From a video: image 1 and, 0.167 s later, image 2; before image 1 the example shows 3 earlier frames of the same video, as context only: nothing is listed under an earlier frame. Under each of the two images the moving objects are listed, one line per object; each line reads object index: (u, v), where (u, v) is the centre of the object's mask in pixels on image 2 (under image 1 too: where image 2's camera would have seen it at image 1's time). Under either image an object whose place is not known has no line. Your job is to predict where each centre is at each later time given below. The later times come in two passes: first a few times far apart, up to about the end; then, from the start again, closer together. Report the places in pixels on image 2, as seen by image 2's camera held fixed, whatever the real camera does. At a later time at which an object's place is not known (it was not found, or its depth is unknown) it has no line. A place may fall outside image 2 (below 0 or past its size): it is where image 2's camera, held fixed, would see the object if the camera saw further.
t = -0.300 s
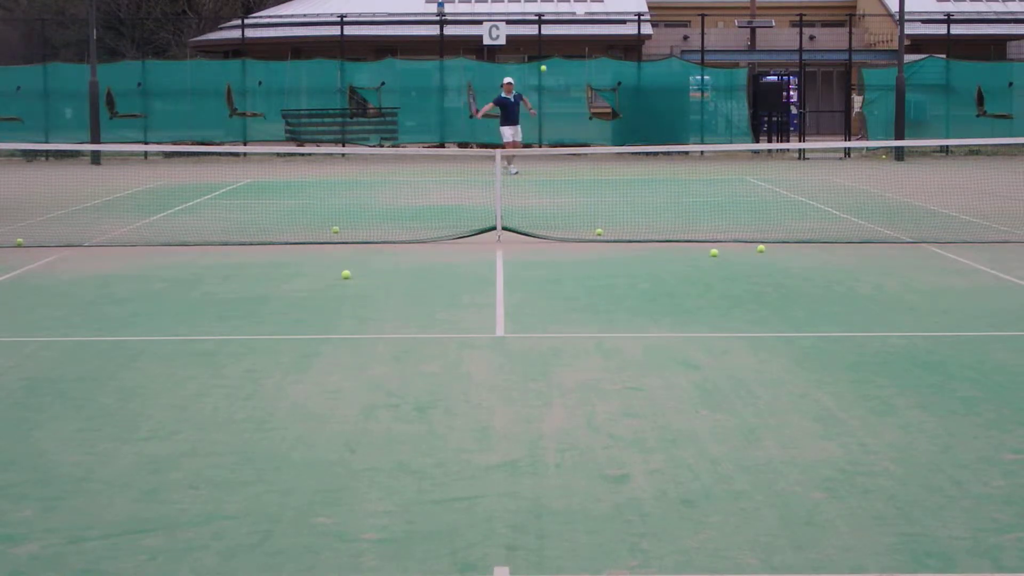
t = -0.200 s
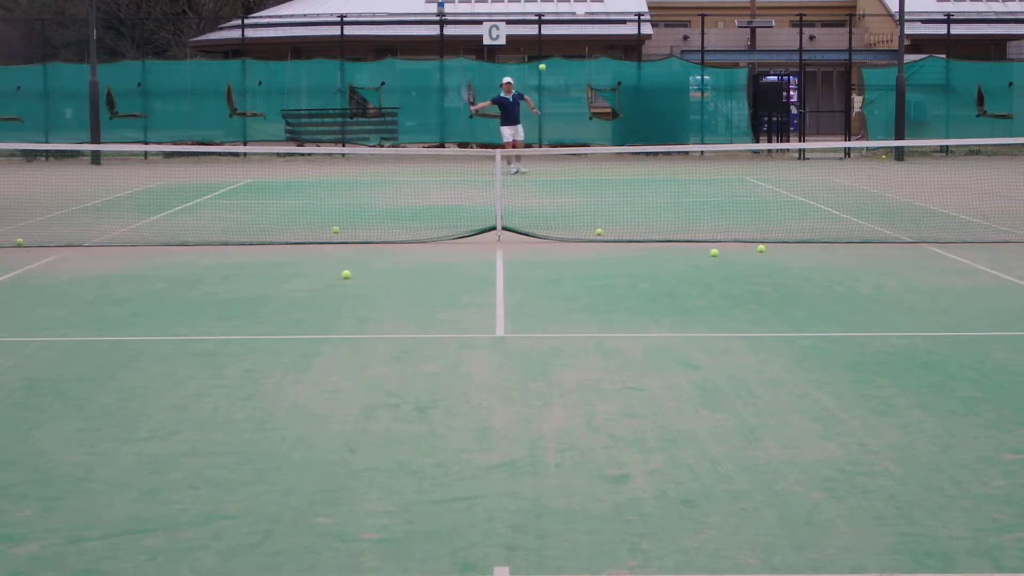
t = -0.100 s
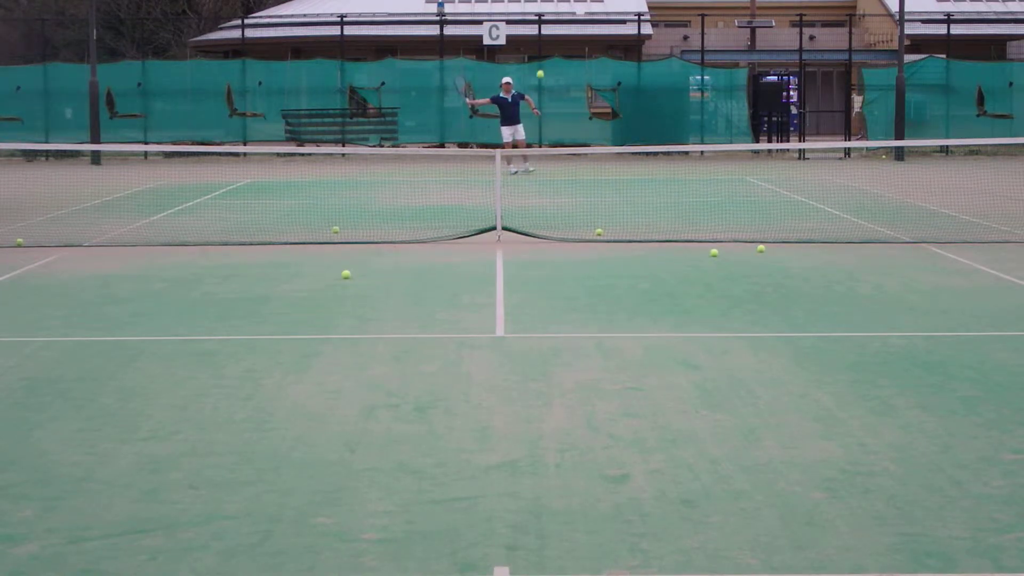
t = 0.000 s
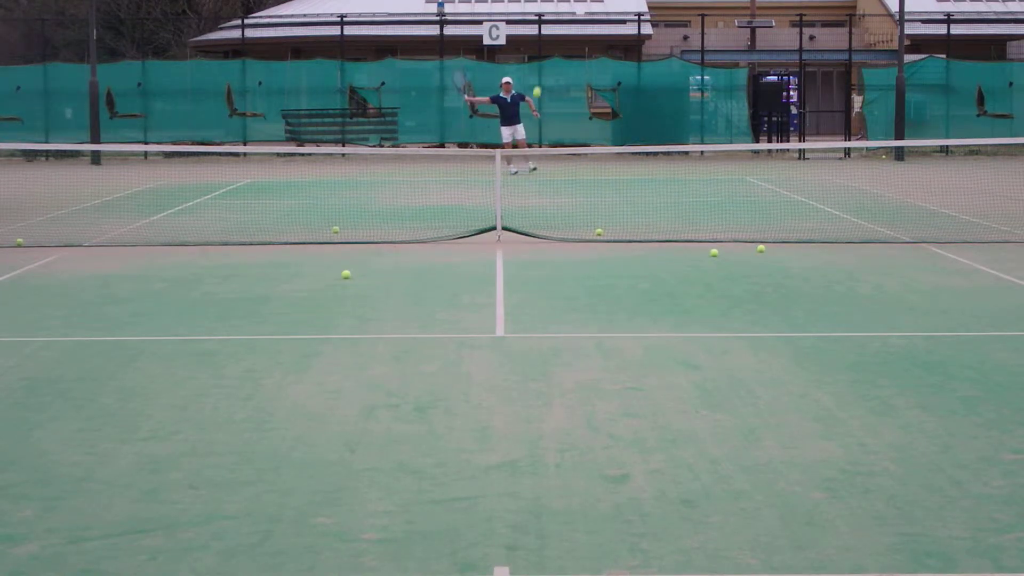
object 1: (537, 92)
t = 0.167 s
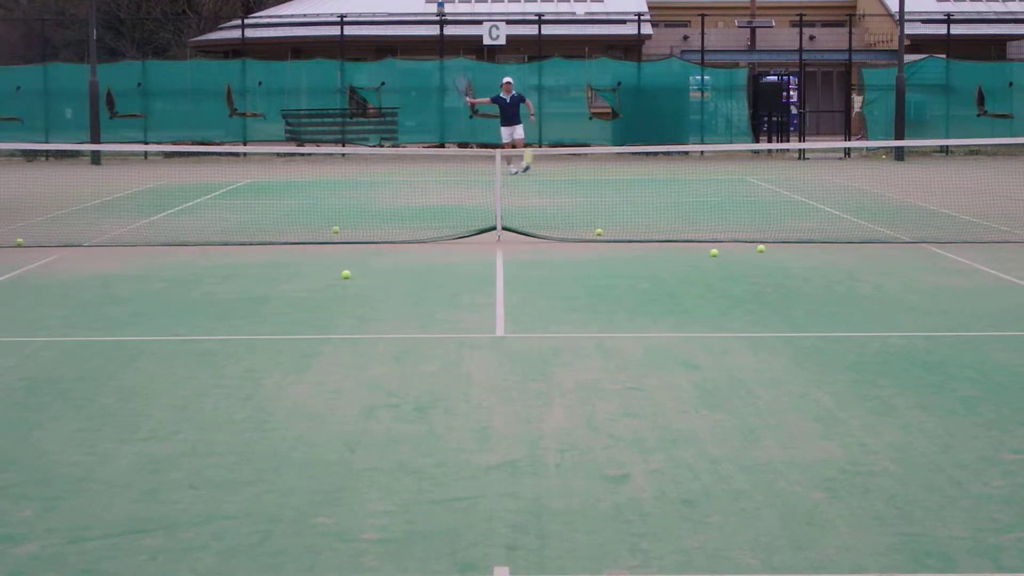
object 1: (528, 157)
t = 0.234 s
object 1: (524, 199)
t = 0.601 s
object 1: (490, 293)
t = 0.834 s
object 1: (458, 329)
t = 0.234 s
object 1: (524, 199)
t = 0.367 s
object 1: (512, 332)
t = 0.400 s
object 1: (509, 359)
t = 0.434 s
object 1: (506, 343)
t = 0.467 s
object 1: (505, 331)
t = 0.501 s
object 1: (501, 319)
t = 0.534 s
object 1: (498, 308)
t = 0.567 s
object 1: (494, 299)
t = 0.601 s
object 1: (490, 293)
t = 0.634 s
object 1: (487, 289)
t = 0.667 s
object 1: (484, 287)
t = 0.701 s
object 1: (480, 288)
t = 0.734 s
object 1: (476, 291)
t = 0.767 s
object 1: (470, 299)
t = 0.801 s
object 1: (465, 311)
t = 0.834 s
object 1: (458, 329)
